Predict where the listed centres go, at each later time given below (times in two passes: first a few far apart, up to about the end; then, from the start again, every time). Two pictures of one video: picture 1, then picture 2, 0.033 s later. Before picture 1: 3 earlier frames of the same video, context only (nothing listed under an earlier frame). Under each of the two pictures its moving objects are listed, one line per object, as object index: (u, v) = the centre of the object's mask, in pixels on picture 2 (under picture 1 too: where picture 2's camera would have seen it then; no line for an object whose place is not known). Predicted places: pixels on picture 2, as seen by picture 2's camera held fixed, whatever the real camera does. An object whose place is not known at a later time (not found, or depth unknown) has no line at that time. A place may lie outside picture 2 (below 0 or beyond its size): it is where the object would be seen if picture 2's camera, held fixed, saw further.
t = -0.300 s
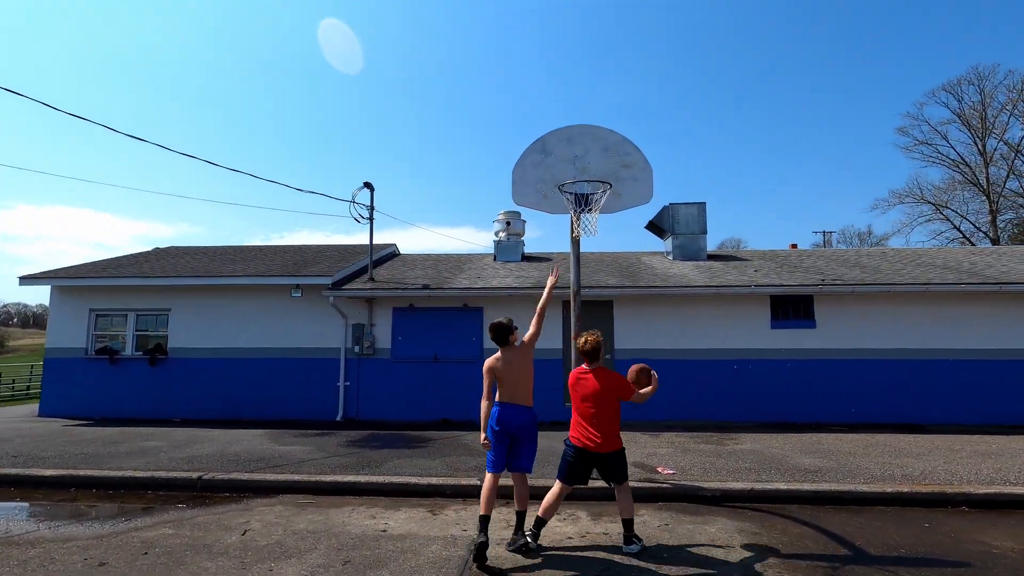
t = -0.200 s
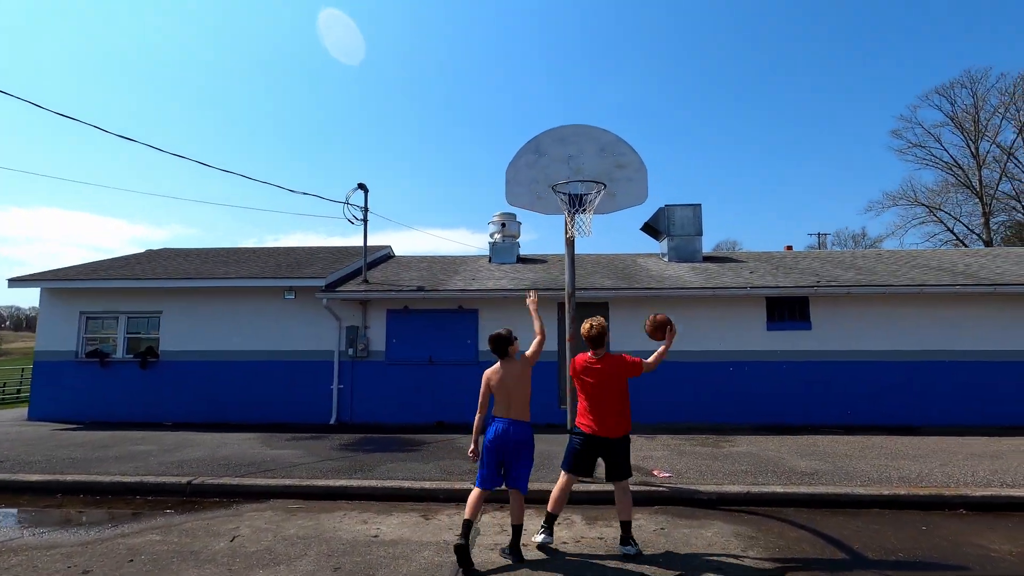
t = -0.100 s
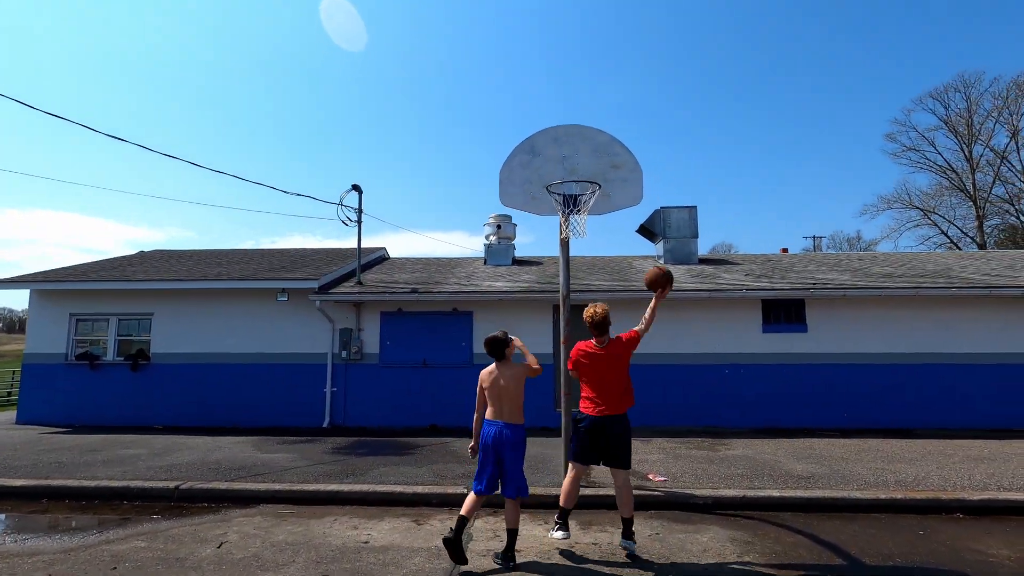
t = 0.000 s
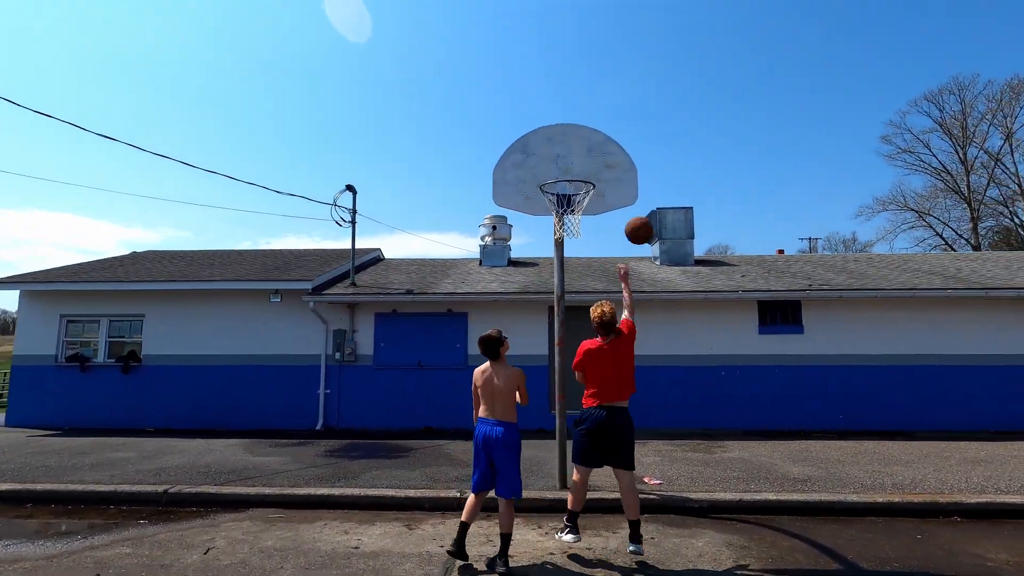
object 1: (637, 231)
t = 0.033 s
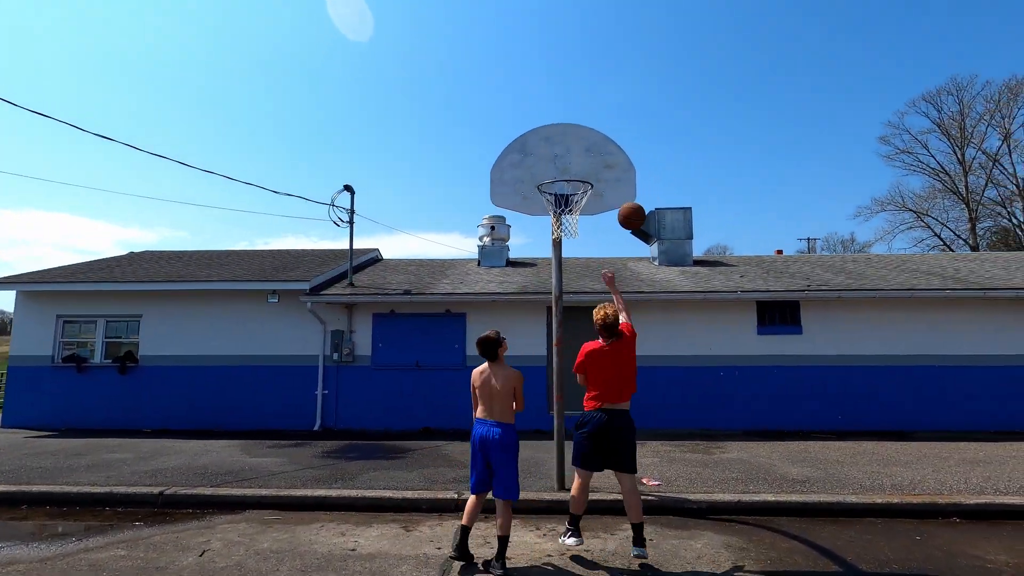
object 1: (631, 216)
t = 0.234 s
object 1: (599, 158)
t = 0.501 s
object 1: (567, 148)
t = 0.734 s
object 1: (565, 171)
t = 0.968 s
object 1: (582, 158)
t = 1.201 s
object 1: (587, 154)
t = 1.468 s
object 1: (574, 167)
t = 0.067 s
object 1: (626, 203)
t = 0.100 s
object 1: (620, 192)
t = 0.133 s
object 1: (615, 181)
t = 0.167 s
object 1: (610, 172)
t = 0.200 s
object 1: (604, 164)
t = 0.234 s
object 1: (599, 158)
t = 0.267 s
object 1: (594, 152)
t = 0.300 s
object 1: (589, 148)
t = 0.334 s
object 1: (585, 145)
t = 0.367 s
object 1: (580, 143)
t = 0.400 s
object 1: (576, 142)
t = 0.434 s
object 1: (572, 143)
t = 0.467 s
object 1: (570, 145)
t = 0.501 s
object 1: (567, 148)
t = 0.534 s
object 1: (566, 153)
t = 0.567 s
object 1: (563, 159)
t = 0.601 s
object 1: (561, 165)
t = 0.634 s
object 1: (559, 173)
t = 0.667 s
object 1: (559, 177)
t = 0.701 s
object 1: (562, 174)
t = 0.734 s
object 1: (565, 171)
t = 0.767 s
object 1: (567, 170)
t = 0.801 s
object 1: (570, 169)
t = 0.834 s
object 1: (573, 164)
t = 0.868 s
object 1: (575, 161)
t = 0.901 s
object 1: (578, 159)
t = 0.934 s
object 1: (580, 158)
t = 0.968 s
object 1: (582, 158)
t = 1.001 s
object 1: (585, 160)
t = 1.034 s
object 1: (587, 163)
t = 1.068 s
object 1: (589, 167)
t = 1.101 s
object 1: (589, 163)
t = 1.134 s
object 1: (588, 159)
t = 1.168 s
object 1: (588, 155)
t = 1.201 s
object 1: (587, 154)
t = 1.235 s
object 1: (586, 153)
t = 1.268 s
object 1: (586, 154)
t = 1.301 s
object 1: (585, 156)
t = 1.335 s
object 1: (584, 159)
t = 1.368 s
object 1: (583, 165)
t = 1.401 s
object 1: (580, 164)
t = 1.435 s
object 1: (577, 165)
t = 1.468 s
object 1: (574, 167)
